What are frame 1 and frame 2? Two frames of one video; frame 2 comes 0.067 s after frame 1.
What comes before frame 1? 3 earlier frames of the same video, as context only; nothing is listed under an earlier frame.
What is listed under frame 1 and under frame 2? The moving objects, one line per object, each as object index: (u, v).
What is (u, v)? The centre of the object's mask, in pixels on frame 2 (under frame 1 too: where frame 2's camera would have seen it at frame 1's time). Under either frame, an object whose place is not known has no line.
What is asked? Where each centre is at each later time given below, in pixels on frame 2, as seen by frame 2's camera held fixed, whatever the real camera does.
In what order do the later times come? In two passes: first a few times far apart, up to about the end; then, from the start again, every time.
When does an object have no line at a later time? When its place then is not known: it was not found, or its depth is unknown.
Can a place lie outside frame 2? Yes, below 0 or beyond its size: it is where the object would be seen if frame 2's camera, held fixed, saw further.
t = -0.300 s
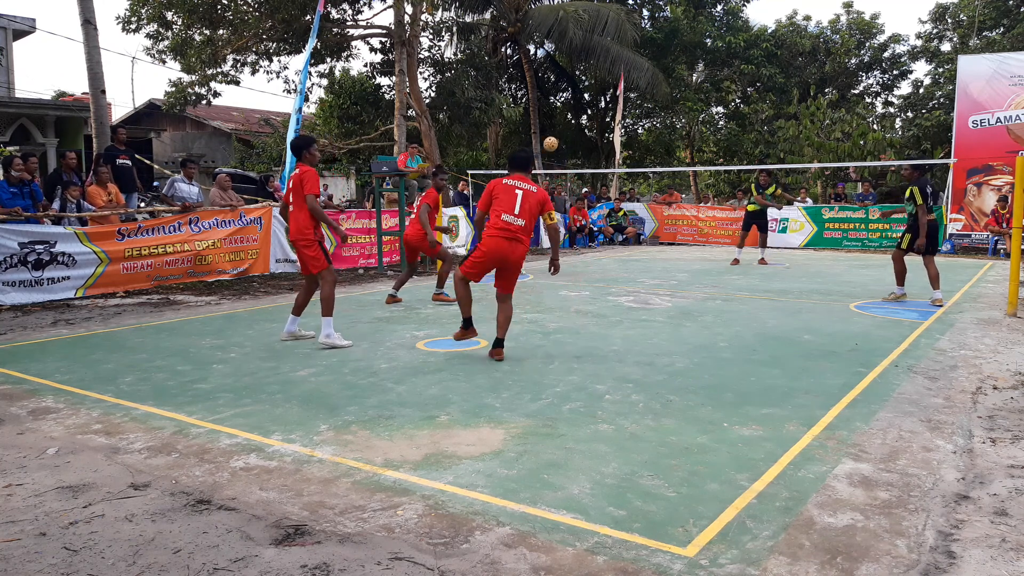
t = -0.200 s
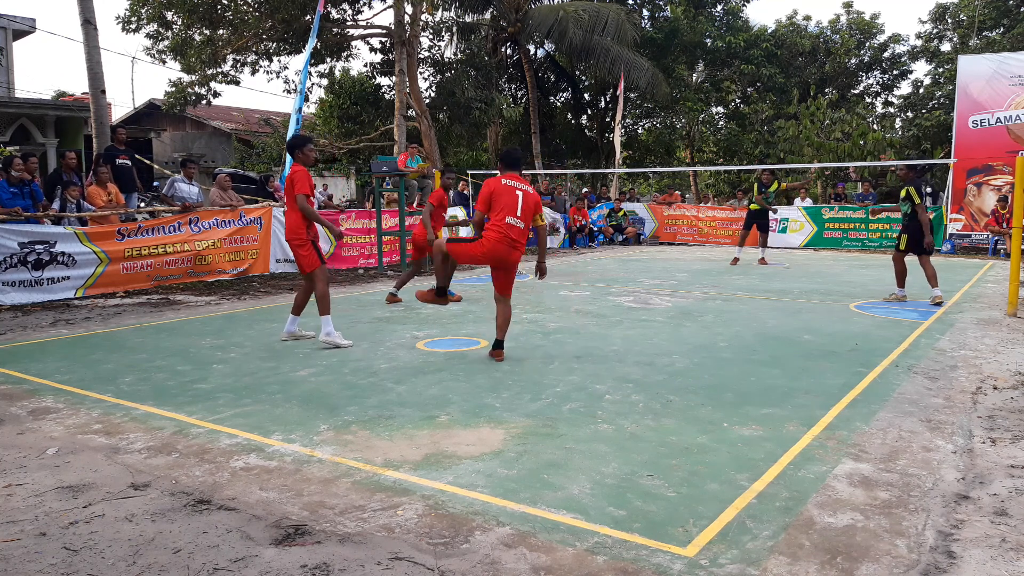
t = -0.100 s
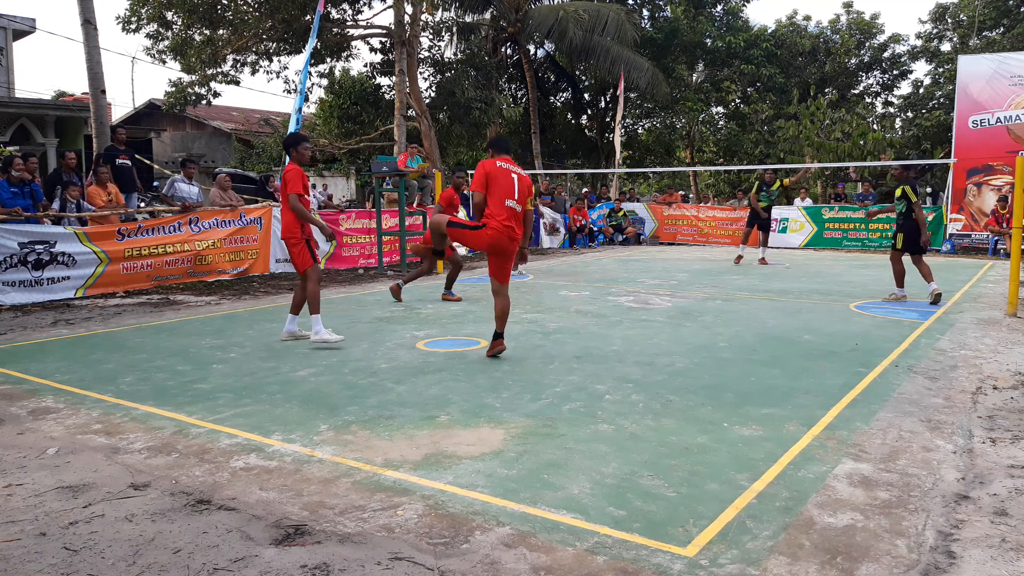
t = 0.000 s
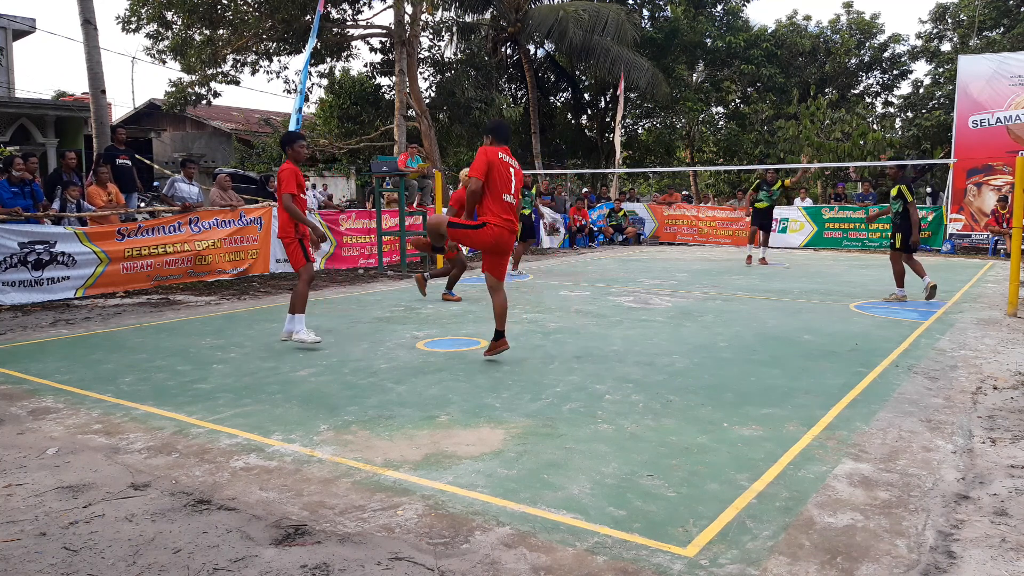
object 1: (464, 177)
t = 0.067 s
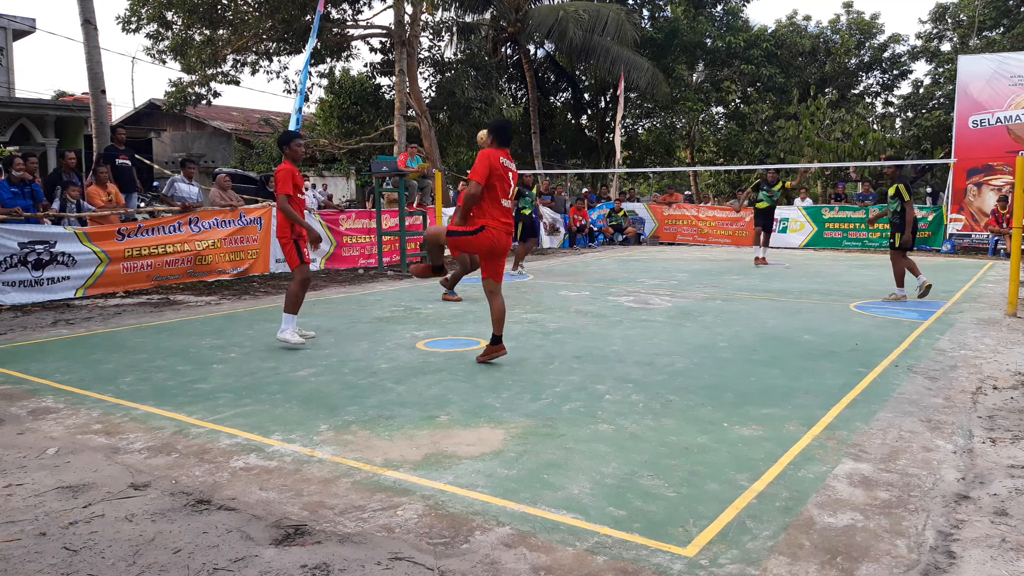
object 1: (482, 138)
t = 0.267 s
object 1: (536, 61)
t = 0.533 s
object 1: (598, 39)
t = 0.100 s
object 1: (493, 118)
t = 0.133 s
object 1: (503, 106)
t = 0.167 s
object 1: (511, 93)
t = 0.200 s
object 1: (520, 80)
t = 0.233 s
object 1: (528, 69)
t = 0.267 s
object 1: (536, 61)
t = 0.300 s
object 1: (545, 52)
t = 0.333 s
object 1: (553, 47)
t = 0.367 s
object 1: (561, 42)
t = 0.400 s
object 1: (568, 39)
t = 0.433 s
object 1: (576, 37)
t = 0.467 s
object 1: (584, 36)
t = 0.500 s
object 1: (591, 37)
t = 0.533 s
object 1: (598, 39)
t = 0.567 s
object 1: (606, 43)
